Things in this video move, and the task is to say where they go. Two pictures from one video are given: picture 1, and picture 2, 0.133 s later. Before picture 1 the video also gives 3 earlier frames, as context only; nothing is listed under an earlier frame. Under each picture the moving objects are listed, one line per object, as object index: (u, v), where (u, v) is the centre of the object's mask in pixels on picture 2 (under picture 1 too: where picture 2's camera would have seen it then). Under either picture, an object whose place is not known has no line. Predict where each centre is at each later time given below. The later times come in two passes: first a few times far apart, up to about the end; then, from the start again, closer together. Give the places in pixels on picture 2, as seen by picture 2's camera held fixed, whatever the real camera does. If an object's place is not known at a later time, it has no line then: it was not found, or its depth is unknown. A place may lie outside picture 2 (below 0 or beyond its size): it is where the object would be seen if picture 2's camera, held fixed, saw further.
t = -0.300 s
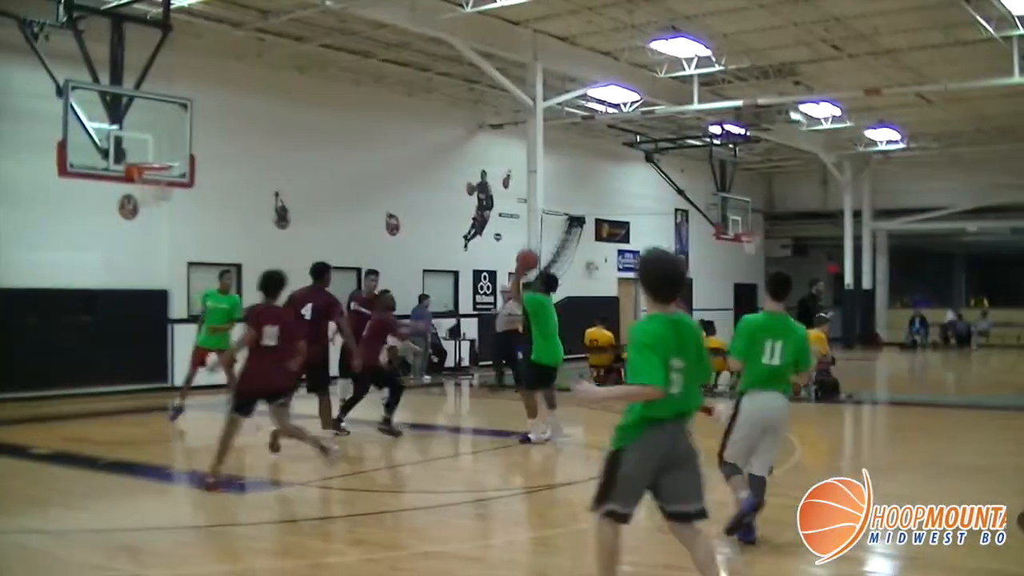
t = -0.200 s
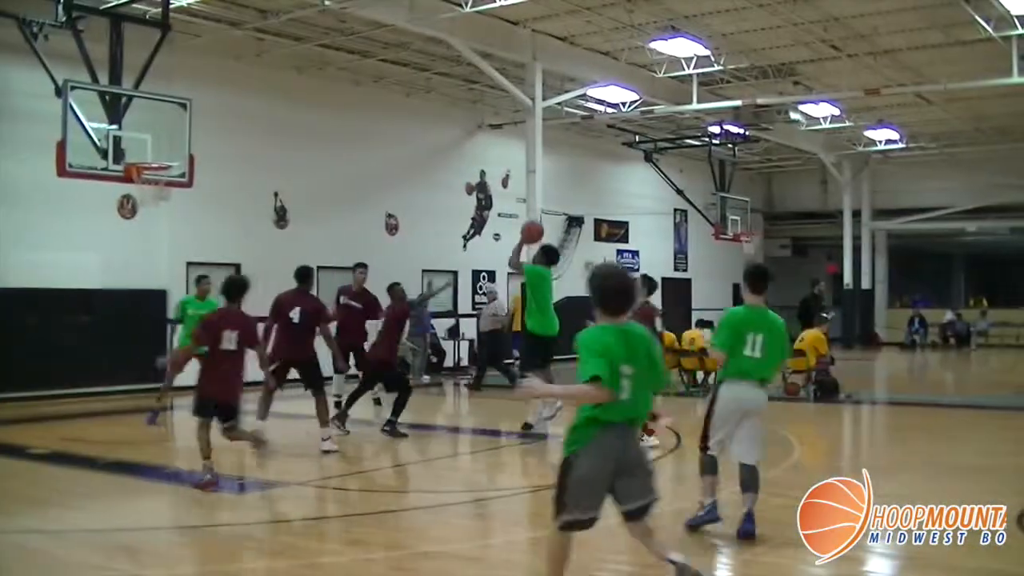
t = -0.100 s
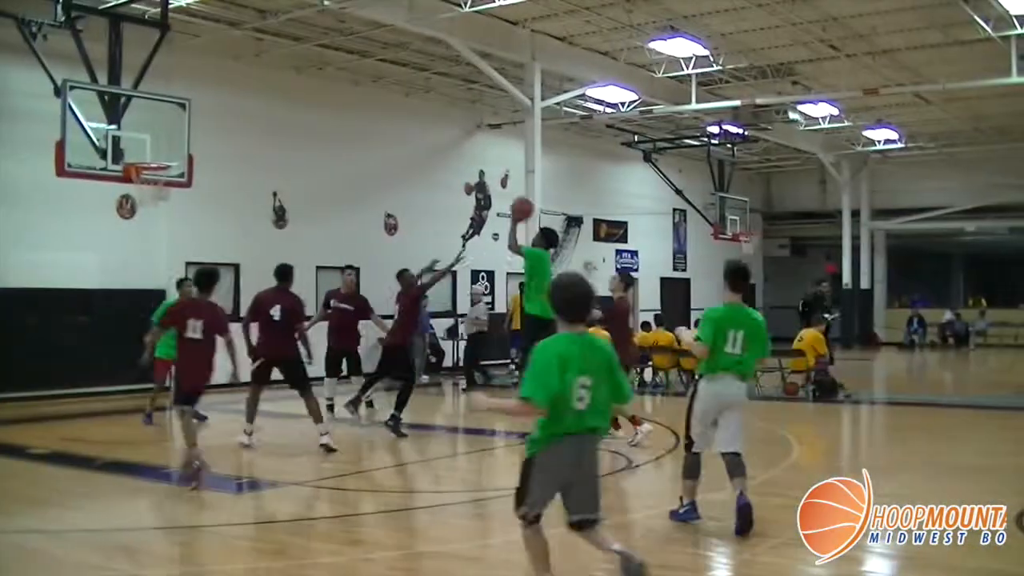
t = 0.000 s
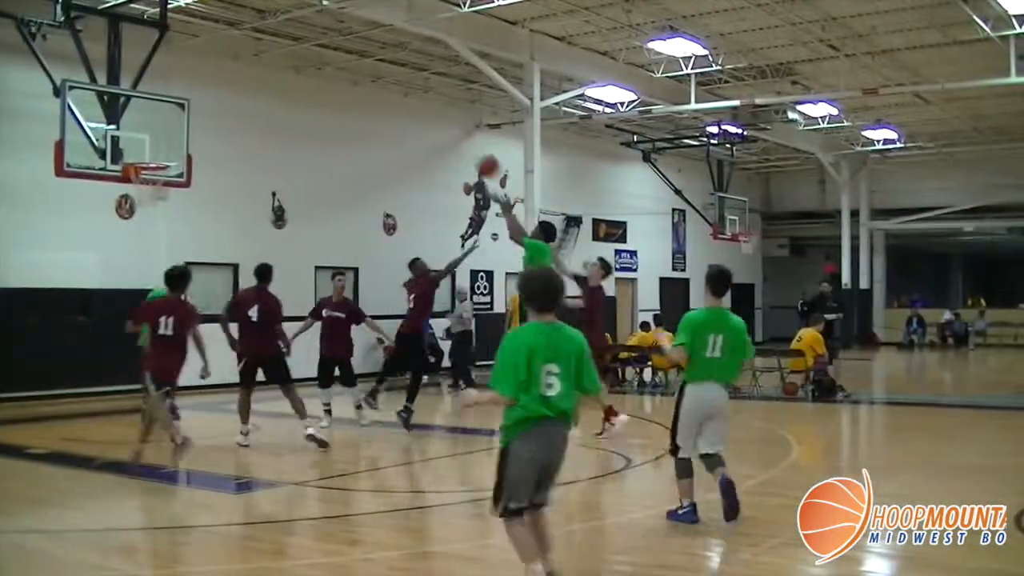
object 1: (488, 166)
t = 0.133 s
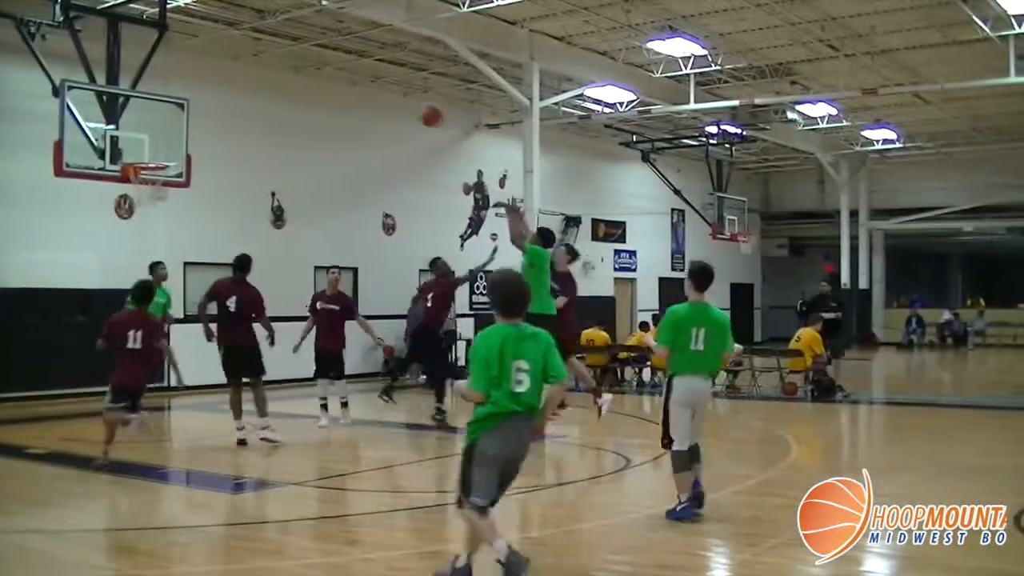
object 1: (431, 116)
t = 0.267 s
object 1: (376, 85)
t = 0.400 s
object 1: (325, 68)
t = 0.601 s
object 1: (252, 72)
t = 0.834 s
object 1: (169, 118)
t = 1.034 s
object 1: (161, 143)
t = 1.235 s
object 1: (232, 137)
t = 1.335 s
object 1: (268, 148)
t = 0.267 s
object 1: (376, 85)
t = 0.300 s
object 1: (365, 80)
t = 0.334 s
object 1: (349, 74)
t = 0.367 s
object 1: (337, 70)
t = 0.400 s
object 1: (325, 68)
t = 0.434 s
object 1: (312, 66)
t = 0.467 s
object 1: (300, 66)
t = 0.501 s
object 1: (288, 67)
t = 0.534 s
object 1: (277, 68)
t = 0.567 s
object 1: (264, 70)
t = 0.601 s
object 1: (252, 72)
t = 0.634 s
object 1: (239, 74)
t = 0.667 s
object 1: (228, 80)
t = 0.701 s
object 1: (216, 85)
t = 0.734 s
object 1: (204, 92)
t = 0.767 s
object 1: (192, 102)
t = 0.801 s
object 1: (181, 109)
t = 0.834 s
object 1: (169, 118)
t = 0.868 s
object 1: (157, 128)
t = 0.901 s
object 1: (146, 140)
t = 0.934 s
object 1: (134, 150)
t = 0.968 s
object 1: (138, 150)
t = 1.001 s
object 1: (150, 146)
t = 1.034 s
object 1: (161, 143)
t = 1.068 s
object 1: (172, 139)
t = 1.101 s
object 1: (184, 136)
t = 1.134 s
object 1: (195, 137)
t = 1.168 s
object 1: (207, 135)
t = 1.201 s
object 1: (219, 135)
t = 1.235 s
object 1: (232, 137)
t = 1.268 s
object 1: (243, 140)
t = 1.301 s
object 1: (255, 144)
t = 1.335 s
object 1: (268, 148)
